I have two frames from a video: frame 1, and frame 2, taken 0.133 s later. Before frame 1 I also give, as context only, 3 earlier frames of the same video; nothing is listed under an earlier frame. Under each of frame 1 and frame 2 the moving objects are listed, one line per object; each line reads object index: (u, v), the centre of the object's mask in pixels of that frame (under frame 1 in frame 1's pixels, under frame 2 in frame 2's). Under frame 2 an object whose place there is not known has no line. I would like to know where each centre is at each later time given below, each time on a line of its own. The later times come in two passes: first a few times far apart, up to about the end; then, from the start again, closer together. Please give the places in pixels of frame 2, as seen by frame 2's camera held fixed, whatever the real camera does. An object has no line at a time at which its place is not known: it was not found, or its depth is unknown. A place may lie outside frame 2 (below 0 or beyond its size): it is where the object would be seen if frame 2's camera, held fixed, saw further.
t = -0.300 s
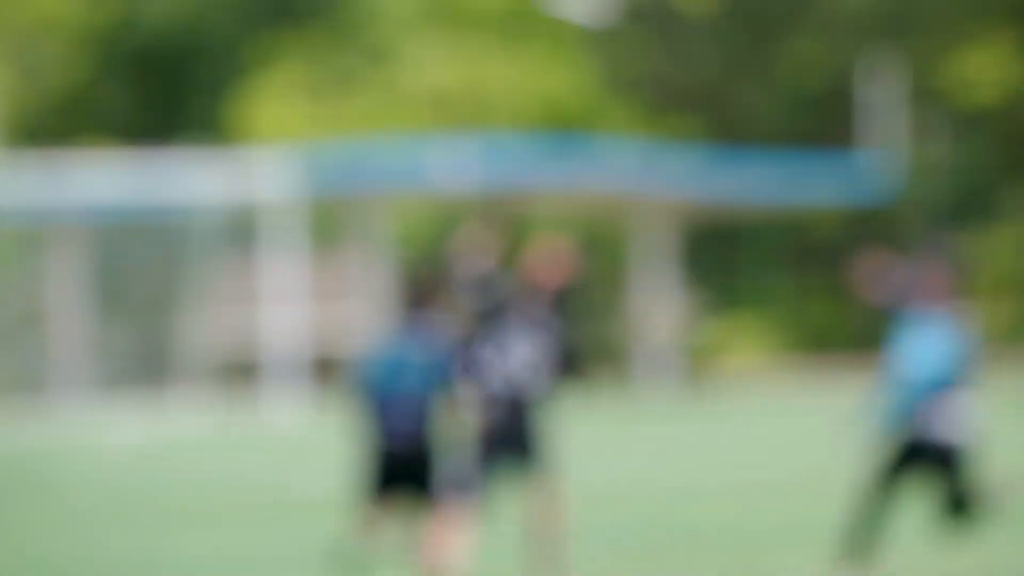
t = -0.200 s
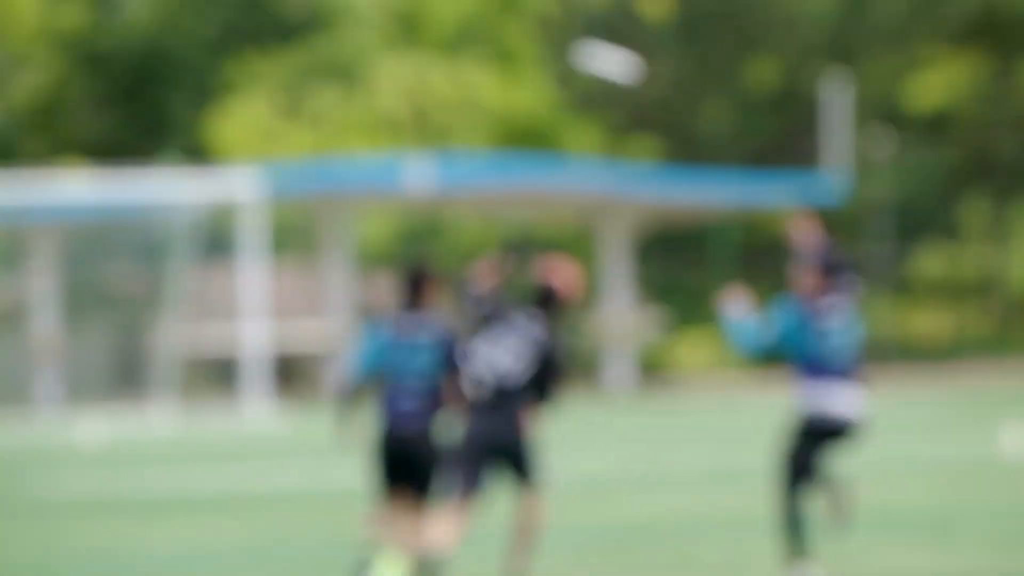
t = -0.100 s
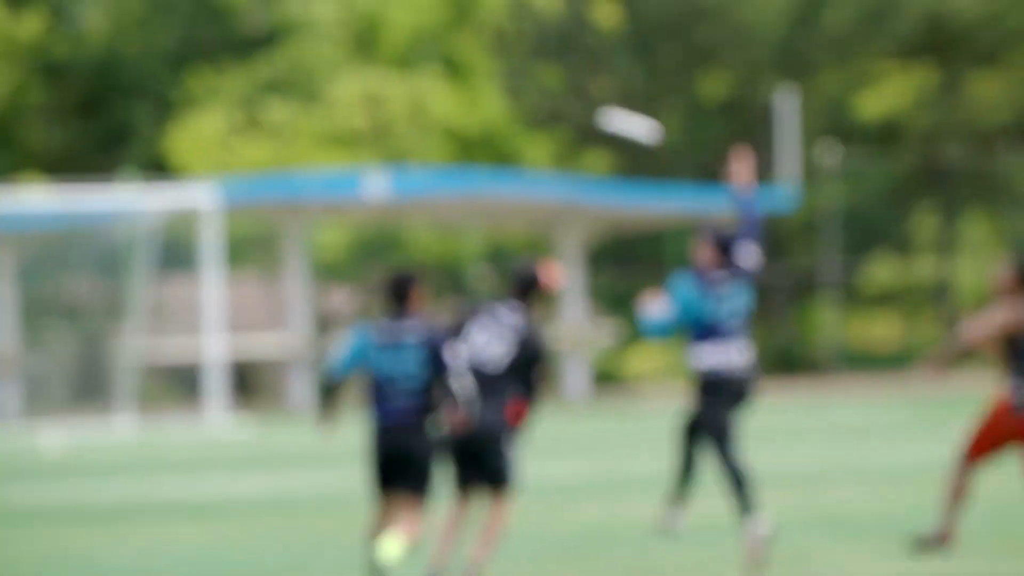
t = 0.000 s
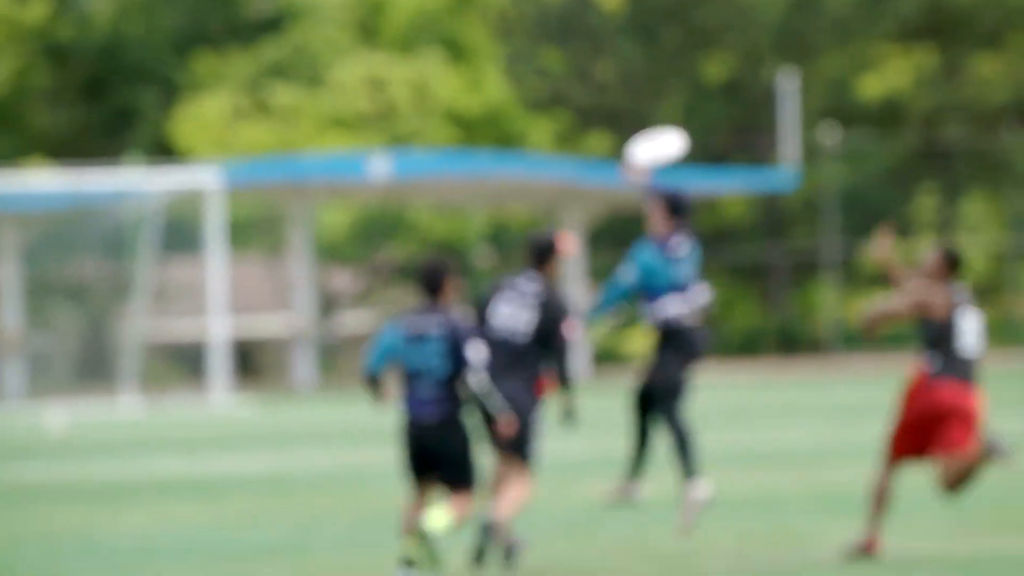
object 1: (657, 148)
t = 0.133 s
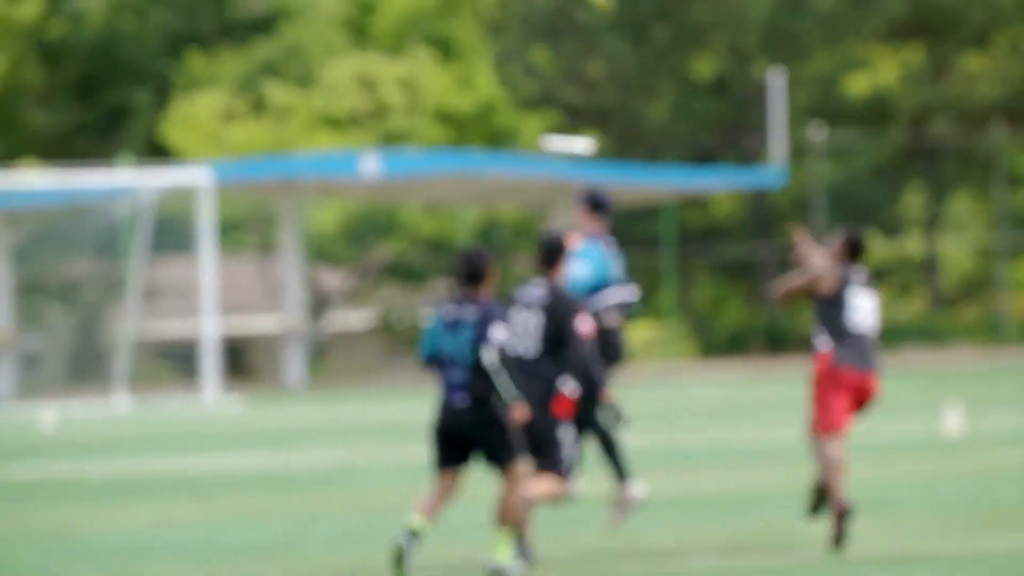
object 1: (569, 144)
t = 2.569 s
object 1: (543, 167)
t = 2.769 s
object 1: (569, 205)
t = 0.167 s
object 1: (551, 139)
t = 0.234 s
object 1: (522, 128)
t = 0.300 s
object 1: (493, 111)
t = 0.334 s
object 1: (481, 105)
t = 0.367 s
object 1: (468, 97)
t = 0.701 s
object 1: (387, 55)
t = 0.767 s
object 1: (377, 51)
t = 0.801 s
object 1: (373, 49)
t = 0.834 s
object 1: (368, 48)
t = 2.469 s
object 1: (528, 149)
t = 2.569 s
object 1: (543, 167)
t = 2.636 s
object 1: (552, 180)
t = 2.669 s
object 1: (557, 186)
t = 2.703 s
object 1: (561, 193)
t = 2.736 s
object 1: (565, 197)
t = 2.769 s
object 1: (569, 205)
